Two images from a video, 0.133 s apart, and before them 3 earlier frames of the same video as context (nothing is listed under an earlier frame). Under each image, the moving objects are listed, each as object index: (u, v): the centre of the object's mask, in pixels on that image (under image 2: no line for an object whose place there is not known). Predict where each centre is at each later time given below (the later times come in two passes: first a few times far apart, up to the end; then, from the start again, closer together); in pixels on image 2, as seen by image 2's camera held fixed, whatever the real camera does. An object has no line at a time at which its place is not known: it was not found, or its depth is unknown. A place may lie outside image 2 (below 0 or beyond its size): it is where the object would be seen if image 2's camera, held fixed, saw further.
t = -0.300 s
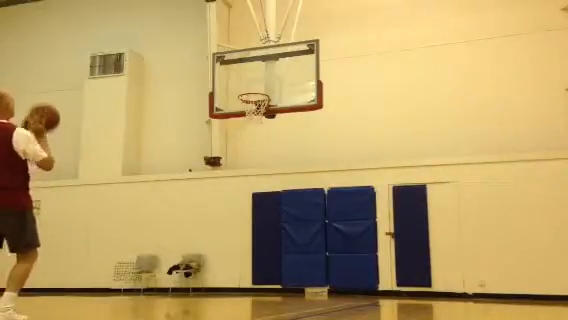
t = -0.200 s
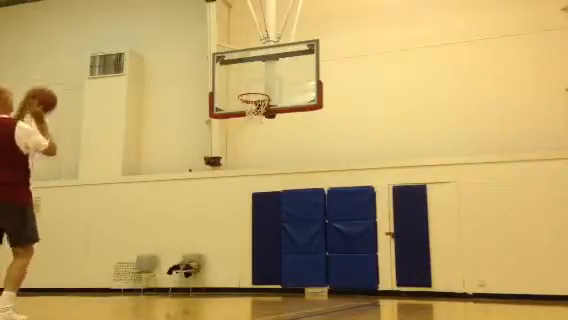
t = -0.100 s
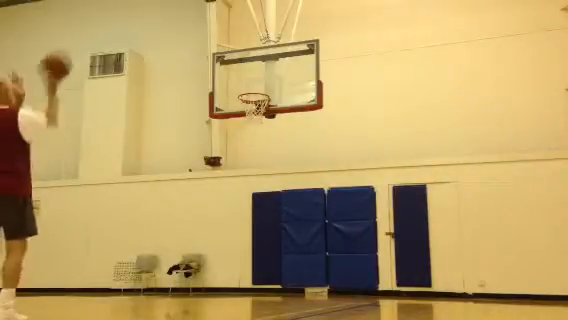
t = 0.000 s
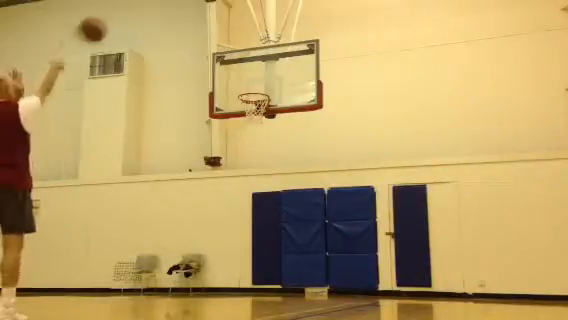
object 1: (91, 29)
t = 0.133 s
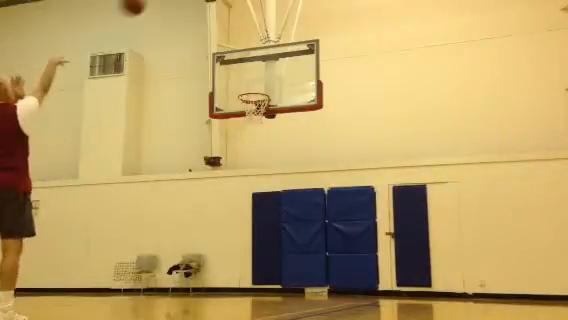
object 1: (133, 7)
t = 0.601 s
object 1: (226, 32)
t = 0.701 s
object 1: (240, 54)
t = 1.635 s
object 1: (274, 187)
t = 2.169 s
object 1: (294, 222)
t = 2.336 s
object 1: (295, 208)
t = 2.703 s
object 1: (300, 228)
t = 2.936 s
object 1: (304, 279)
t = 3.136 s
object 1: (307, 255)
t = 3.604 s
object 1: (312, 260)
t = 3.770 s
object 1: (315, 285)
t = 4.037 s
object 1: (317, 265)
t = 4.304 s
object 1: (319, 273)
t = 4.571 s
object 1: (322, 277)
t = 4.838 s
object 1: (323, 282)
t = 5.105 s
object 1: (324, 281)
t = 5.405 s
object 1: (325, 282)
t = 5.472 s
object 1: (325, 282)
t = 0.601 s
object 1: (226, 32)
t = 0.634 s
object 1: (230, 39)
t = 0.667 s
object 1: (235, 46)
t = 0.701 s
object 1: (240, 54)
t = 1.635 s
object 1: (274, 187)
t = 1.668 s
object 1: (277, 199)
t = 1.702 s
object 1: (279, 213)
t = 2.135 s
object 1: (295, 229)
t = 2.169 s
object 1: (294, 222)
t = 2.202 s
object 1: (294, 216)
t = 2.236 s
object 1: (295, 215)
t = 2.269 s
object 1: (295, 211)
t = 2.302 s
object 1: (295, 208)
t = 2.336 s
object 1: (295, 208)
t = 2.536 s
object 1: (297, 207)
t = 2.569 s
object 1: (297, 210)
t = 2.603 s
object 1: (298, 213)
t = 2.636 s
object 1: (298, 216)
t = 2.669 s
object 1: (298, 219)
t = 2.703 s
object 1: (300, 228)
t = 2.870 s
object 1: (303, 252)
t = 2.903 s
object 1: (302, 260)
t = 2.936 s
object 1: (304, 279)
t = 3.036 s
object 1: (305, 270)
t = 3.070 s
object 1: (306, 268)
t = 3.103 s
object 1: (303, 253)
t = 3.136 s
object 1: (307, 255)
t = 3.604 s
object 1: (312, 260)
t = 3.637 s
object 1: (313, 265)
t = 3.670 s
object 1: (312, 268)
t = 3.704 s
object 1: (314, 276)
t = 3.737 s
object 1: (314, 281)
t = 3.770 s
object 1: (315, 285)
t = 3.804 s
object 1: (314, 281)
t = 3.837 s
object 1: (315, 277)
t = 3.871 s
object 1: (316, 274)
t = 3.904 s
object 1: (316, 273)
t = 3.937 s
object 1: (318, 268)
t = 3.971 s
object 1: (317, 266)
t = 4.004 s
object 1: (317, 266)
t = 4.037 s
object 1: (317, 265)
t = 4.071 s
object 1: (317, 265)
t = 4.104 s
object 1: (317, 265)
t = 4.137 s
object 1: (317, 264)
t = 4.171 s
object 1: (317, 265)
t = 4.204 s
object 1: (317, 266)
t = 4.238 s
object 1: (317, 266)
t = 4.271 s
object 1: (318, 265)
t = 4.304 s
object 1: (319, 273)
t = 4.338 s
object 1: (320, 279)
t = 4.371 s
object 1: (320, 286)
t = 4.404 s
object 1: (320, 286)
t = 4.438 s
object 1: (321, 283)
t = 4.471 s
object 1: (322, 282)
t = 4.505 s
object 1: (322, 279)
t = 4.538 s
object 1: (323, 279)
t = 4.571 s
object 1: (322, 277)
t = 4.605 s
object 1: (322, 277)
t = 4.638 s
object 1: (322, 277)
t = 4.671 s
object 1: (322, 277)
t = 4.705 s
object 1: (322, 277)
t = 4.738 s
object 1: (323, 278)
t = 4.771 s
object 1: (323, 277)
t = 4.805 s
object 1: (324, 281)
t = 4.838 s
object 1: (323, 282)
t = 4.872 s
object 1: (324, 287)
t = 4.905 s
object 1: (323, 285)
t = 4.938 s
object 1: (324, 285)
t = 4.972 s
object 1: (324, 281)
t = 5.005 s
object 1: (324, 281)
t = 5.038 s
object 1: (324, 281)
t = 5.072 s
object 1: (324, 281)
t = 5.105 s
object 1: (324, 281)
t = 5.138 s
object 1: (324, 281)
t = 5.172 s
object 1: (324, 281)
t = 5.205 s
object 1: (324, 285)
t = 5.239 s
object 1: (325, 286)
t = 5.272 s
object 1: (325, 286)
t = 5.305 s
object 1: (325, 284)
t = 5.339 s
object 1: (325, 283)
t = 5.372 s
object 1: (325, 283)
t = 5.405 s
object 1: (325, 282)
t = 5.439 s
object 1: (325, 282)
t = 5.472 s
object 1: (325, 282)
